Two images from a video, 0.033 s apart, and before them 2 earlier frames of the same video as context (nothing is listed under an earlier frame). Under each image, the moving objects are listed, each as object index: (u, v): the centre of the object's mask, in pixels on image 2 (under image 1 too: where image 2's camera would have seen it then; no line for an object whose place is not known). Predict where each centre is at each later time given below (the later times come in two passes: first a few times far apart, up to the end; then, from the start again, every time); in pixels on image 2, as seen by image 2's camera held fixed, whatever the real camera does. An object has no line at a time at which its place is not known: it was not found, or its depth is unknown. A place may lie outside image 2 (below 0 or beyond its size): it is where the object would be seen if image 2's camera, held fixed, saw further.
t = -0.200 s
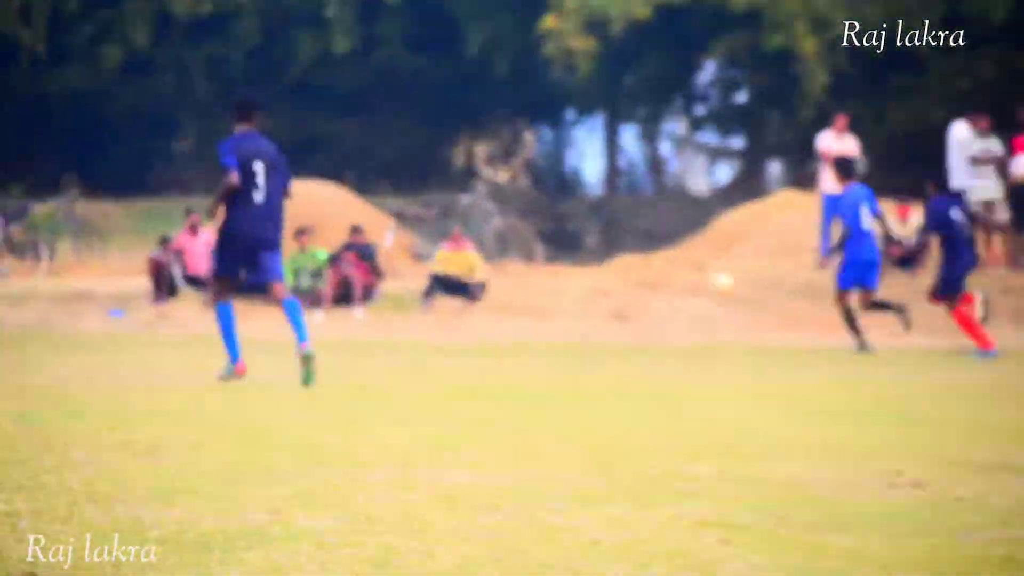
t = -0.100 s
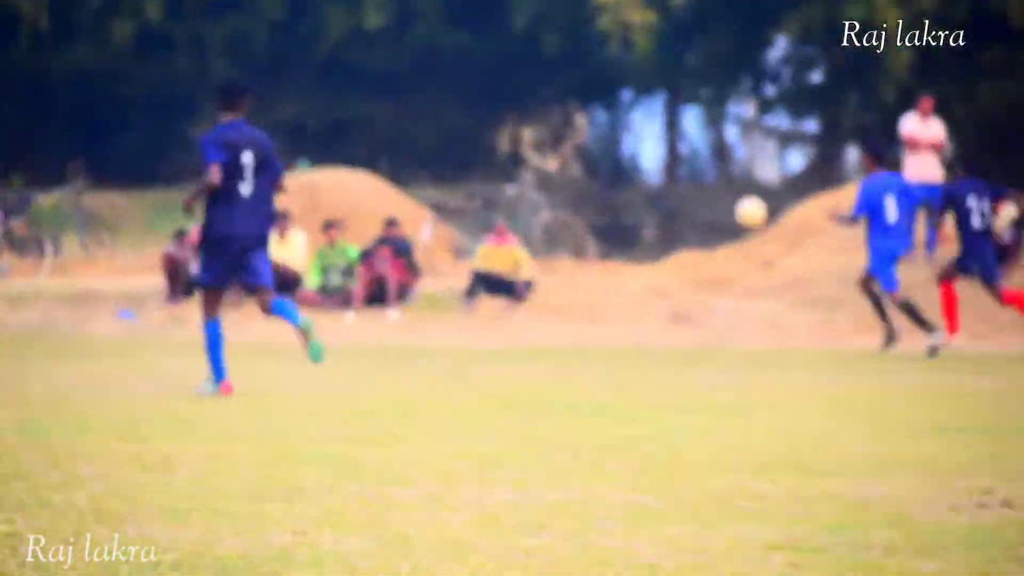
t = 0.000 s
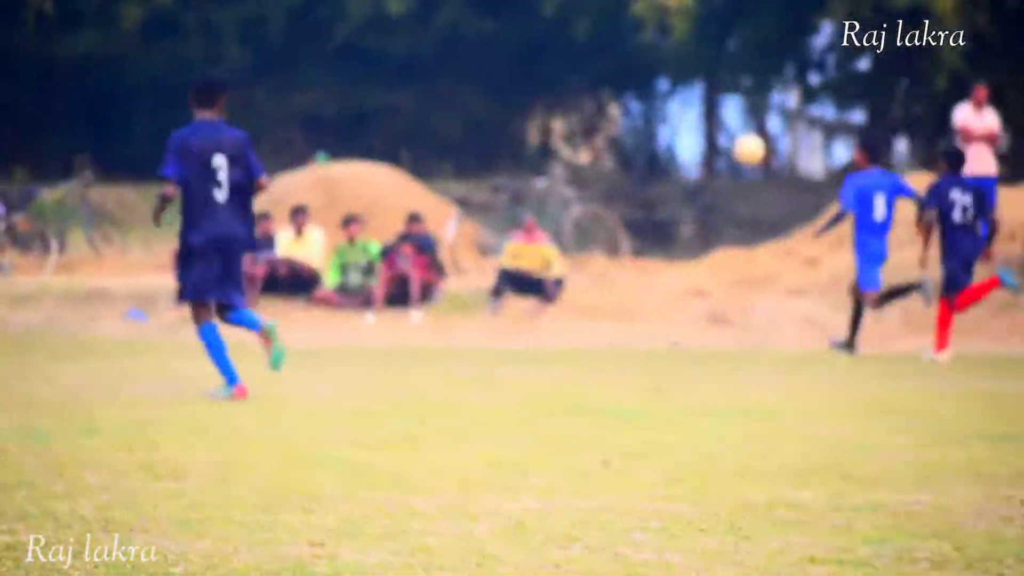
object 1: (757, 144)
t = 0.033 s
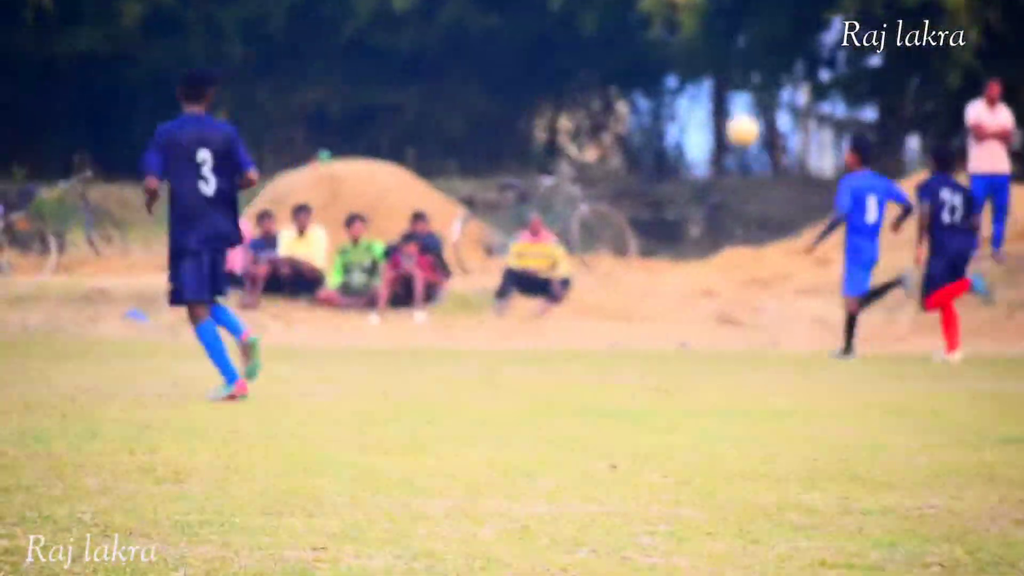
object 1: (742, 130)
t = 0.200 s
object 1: (664, 69)
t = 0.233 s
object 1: (648, 60)
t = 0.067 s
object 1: (728, 117)
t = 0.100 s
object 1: (713, 104)
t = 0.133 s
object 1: (696, 92)
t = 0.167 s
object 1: (681, 79)
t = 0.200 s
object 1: (664, 69)
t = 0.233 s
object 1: (648, 60)
